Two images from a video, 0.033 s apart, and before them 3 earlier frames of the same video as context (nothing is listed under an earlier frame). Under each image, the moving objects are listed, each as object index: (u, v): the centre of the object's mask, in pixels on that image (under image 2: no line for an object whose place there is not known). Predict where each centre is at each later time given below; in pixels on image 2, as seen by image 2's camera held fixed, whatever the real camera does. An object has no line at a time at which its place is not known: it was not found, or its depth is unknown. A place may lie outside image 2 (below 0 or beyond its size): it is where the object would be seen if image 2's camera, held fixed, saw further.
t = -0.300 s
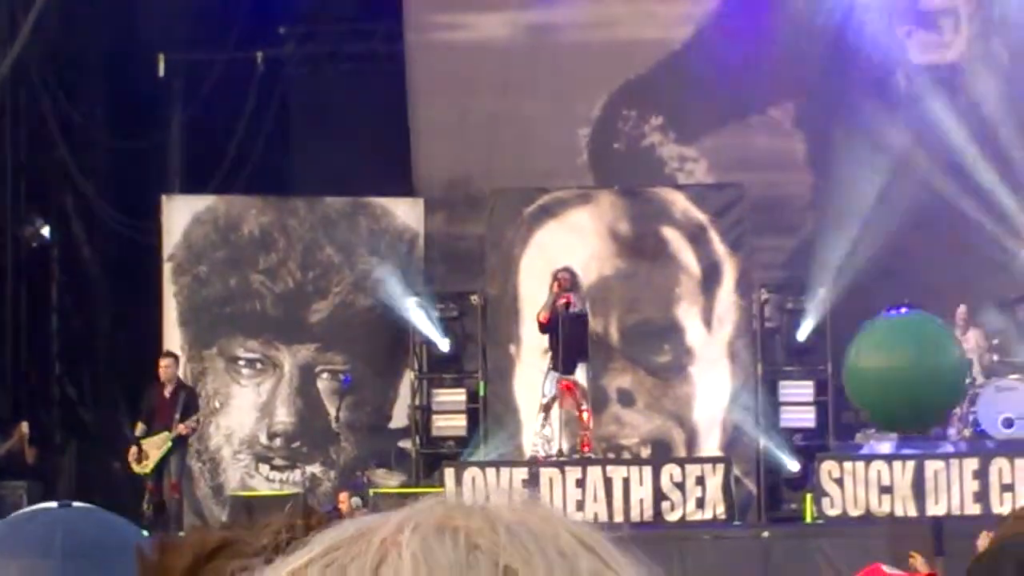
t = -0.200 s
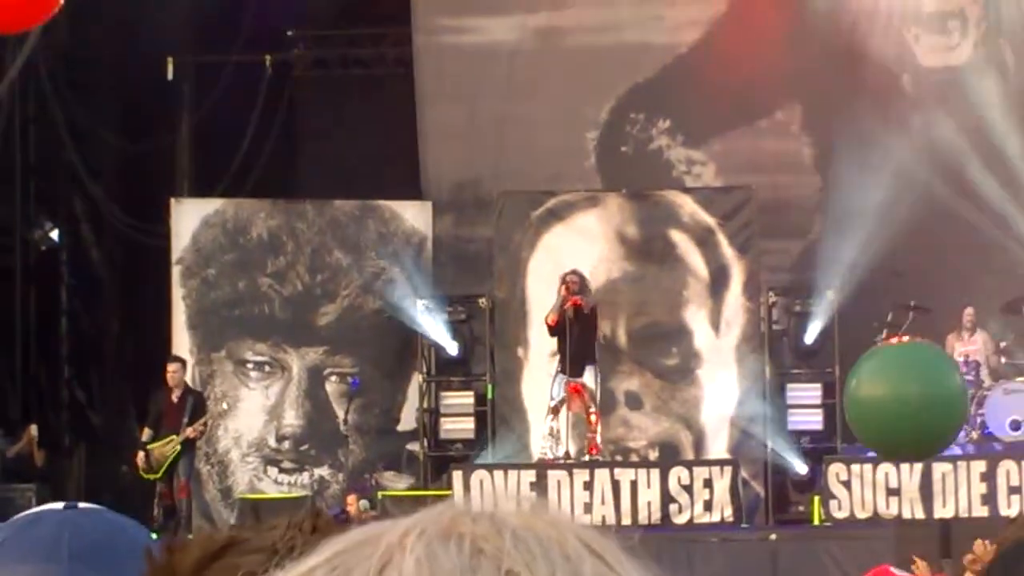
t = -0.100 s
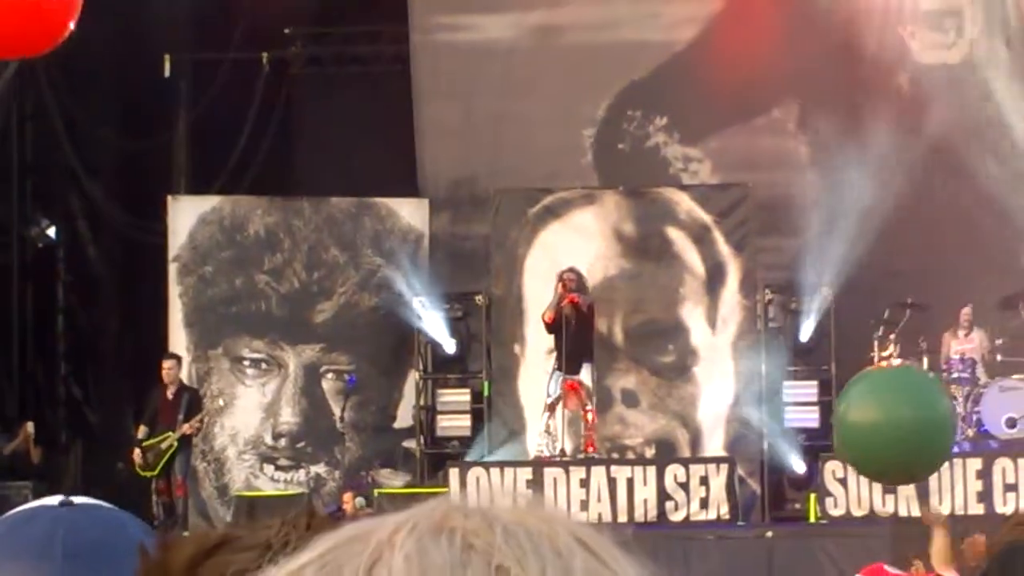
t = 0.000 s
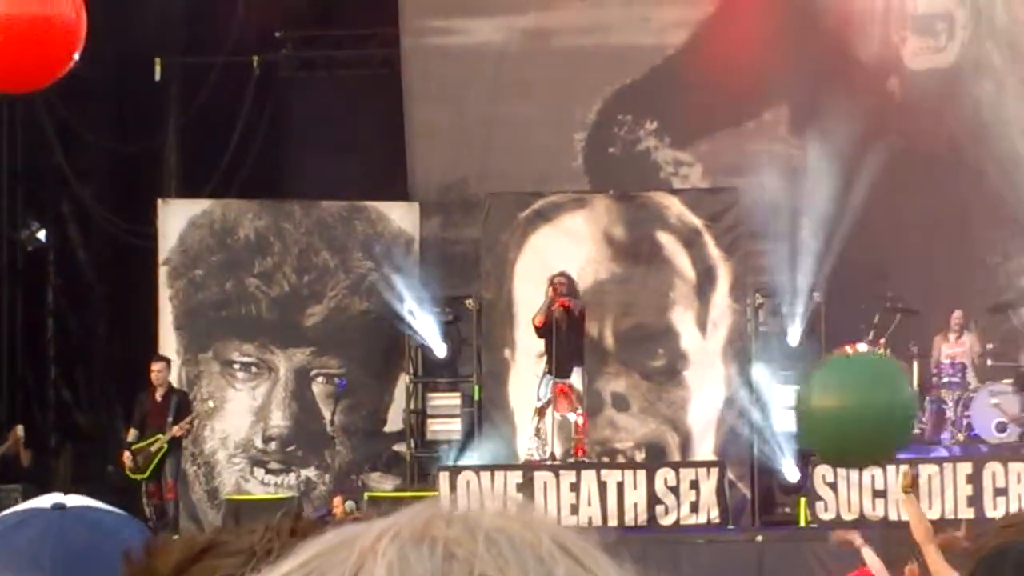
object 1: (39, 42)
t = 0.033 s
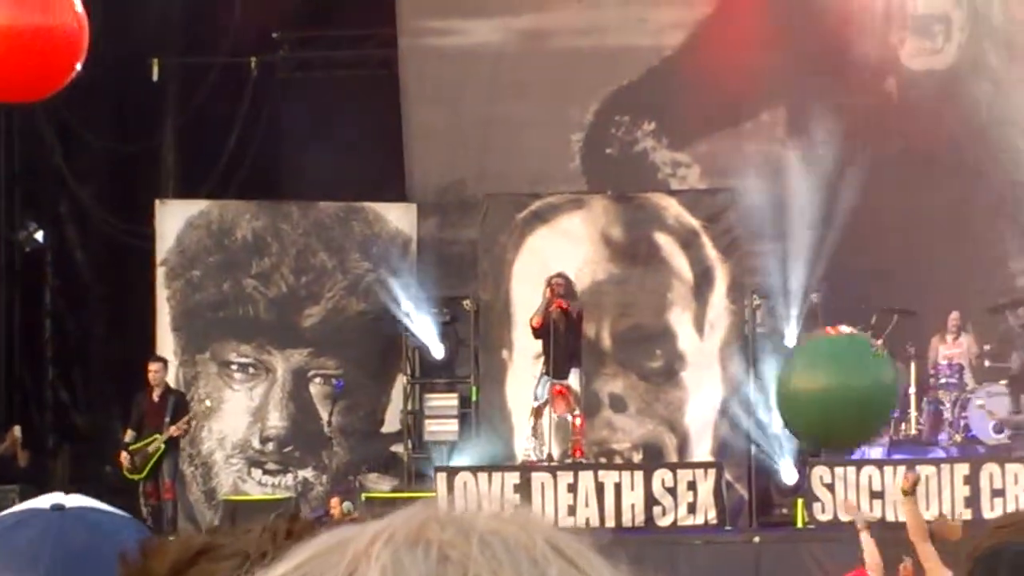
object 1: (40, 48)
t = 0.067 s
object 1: (47, 55)
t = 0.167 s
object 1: (58, 76)
